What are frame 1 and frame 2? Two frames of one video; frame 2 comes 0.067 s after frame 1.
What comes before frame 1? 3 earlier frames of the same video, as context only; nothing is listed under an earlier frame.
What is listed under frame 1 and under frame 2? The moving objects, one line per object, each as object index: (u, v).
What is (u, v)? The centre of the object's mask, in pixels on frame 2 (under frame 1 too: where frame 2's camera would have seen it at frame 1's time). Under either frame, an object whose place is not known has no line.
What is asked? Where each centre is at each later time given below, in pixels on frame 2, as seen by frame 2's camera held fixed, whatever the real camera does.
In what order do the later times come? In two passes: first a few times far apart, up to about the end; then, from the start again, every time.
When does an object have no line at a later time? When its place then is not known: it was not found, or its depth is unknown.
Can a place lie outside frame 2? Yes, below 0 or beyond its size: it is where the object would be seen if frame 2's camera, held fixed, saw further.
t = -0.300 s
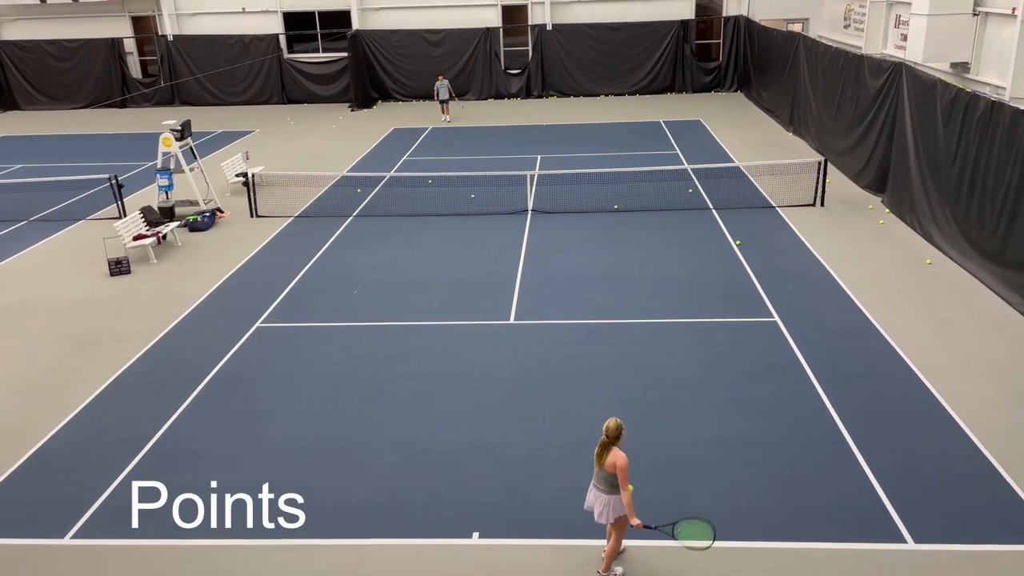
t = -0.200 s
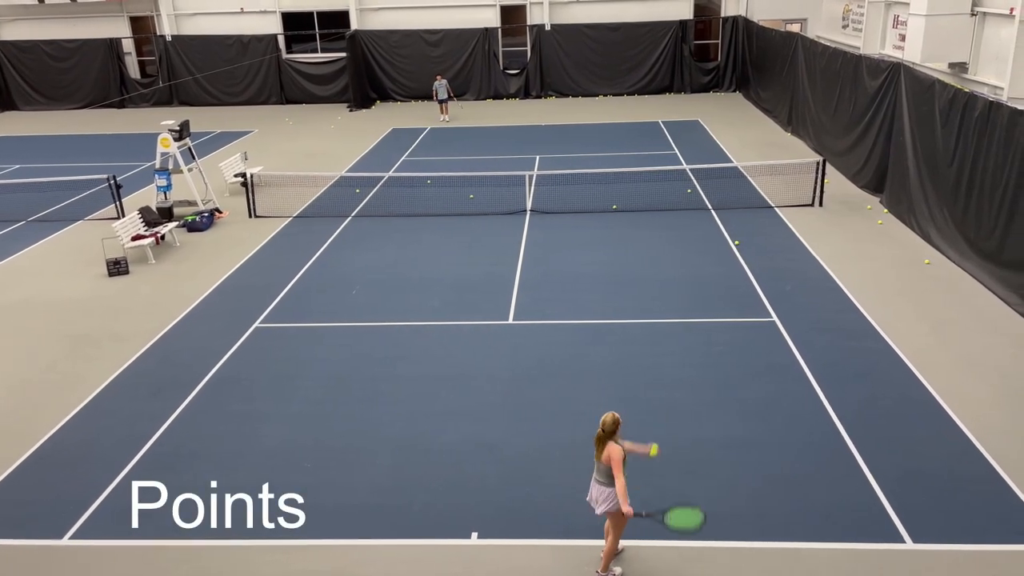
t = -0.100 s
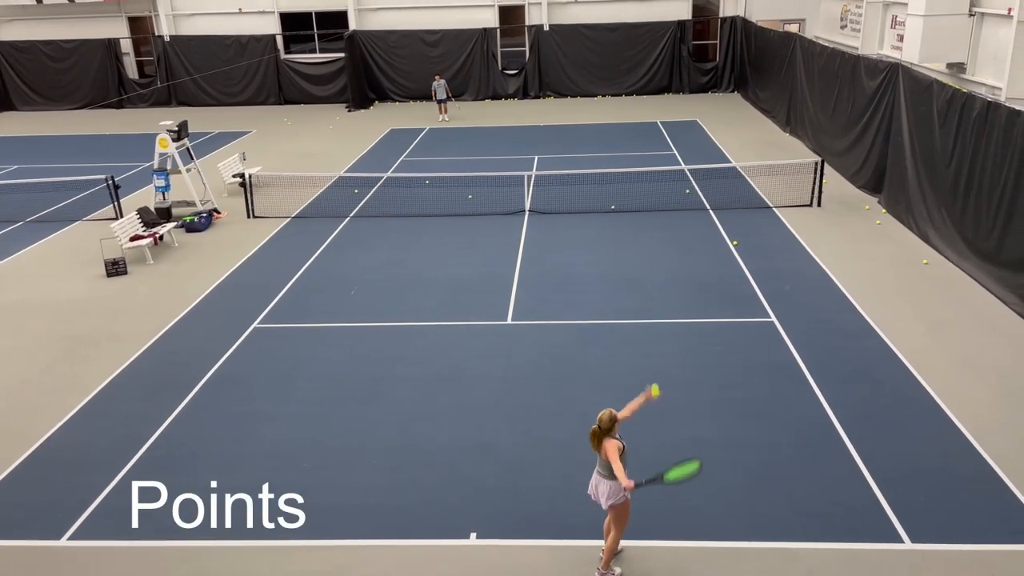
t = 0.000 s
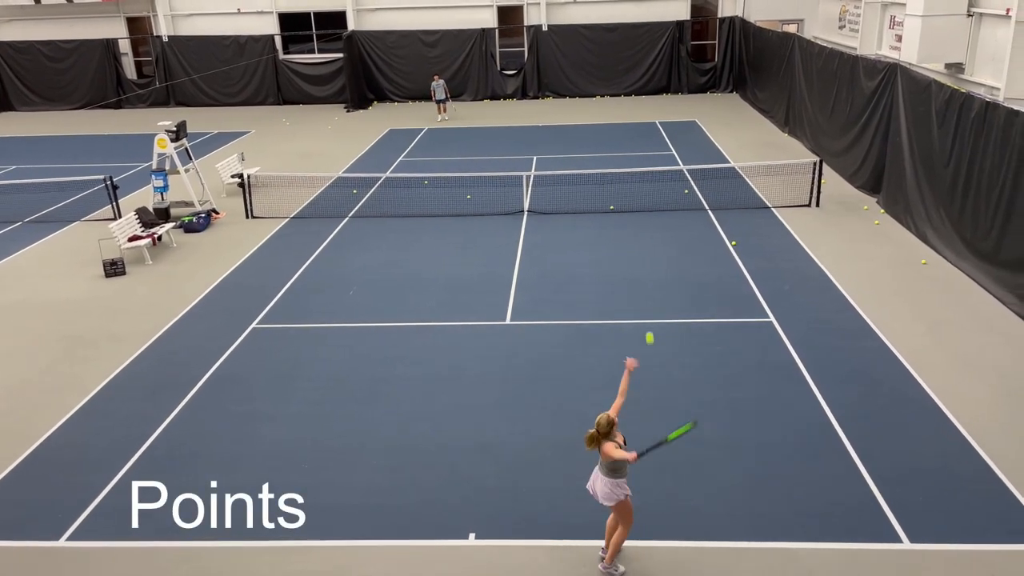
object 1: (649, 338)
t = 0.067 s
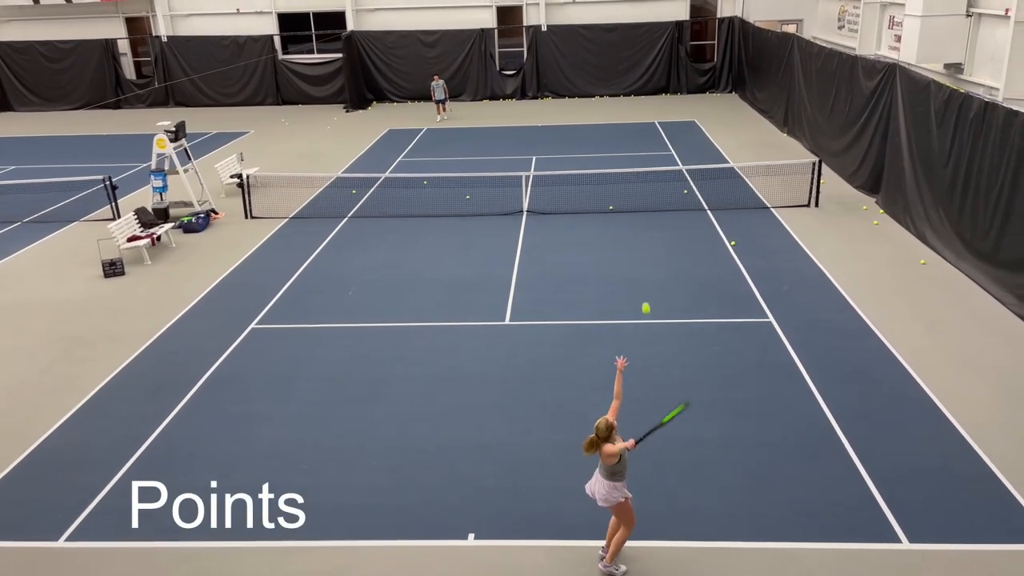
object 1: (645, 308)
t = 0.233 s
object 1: (638, 252)
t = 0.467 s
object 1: (627, 223)
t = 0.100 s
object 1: (644, 295)
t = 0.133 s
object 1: (642, 282)
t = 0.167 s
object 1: (641, 271)
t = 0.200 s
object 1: (639, 261)
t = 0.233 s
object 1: (638, 252)
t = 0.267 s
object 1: (636, 245)
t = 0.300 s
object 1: (635, 238)
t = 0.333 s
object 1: (633, 233)
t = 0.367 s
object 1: (632, 228)
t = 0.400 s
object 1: (630, 226)
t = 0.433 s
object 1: (628, 224)
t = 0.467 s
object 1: (627, 223)
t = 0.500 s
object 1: (625, 224)
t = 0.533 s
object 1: (623, 226)
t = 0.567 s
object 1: (622, 229)
